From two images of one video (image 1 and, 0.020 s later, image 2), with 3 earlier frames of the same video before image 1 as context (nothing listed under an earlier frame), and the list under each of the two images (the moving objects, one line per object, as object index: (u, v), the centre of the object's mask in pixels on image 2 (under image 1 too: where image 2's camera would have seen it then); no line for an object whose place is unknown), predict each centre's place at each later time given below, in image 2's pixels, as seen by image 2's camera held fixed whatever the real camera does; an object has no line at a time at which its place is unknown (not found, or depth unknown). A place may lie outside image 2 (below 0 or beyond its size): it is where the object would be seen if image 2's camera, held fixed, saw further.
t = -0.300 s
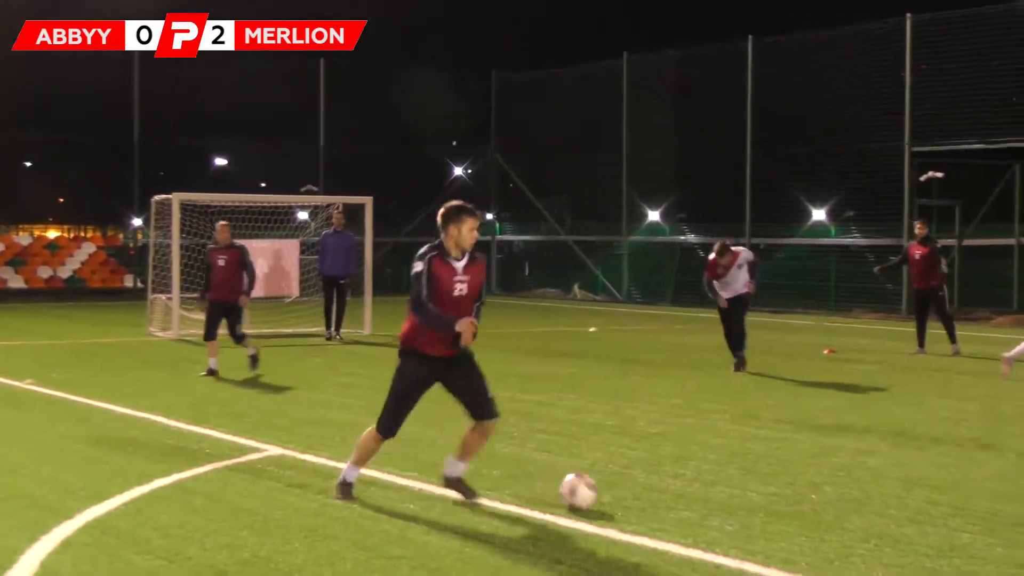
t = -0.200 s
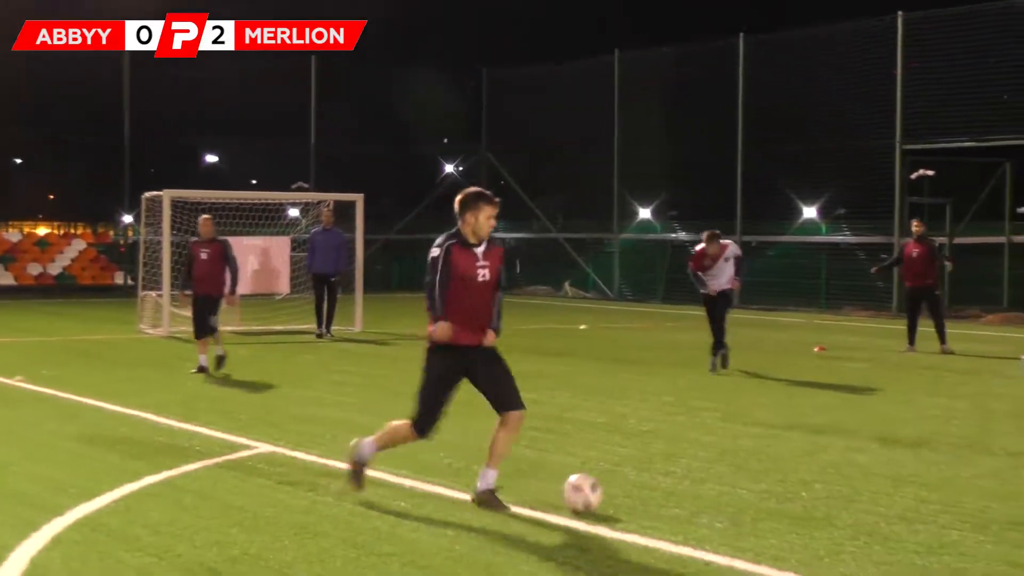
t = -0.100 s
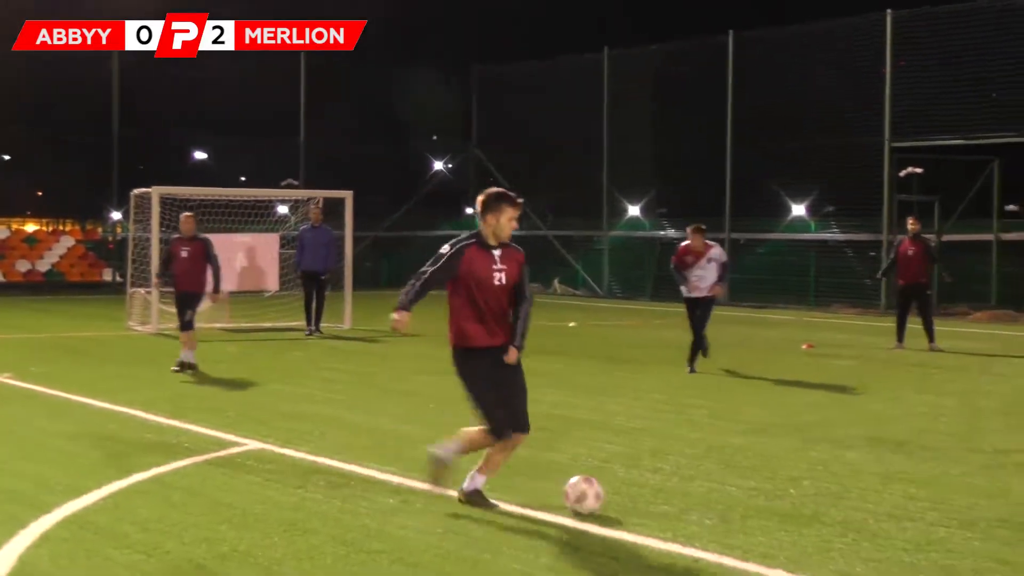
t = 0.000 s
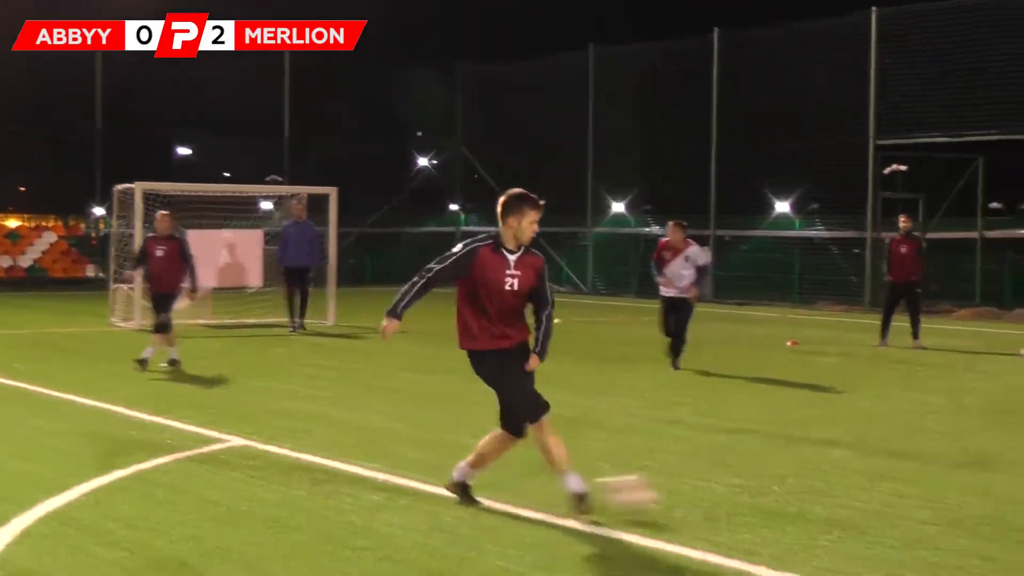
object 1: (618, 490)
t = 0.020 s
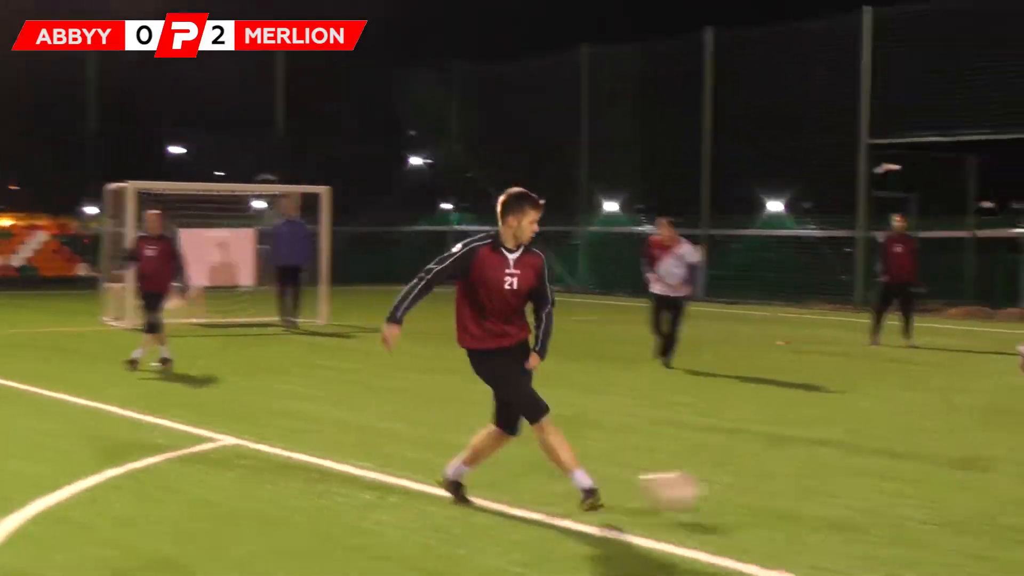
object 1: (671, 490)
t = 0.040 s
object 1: (722, 487)
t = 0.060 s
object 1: (774, 488)
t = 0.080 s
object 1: (826, 487)
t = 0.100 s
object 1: (862, 492)
